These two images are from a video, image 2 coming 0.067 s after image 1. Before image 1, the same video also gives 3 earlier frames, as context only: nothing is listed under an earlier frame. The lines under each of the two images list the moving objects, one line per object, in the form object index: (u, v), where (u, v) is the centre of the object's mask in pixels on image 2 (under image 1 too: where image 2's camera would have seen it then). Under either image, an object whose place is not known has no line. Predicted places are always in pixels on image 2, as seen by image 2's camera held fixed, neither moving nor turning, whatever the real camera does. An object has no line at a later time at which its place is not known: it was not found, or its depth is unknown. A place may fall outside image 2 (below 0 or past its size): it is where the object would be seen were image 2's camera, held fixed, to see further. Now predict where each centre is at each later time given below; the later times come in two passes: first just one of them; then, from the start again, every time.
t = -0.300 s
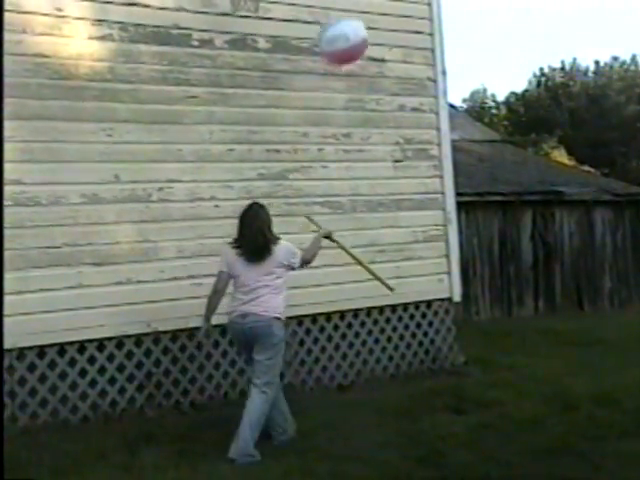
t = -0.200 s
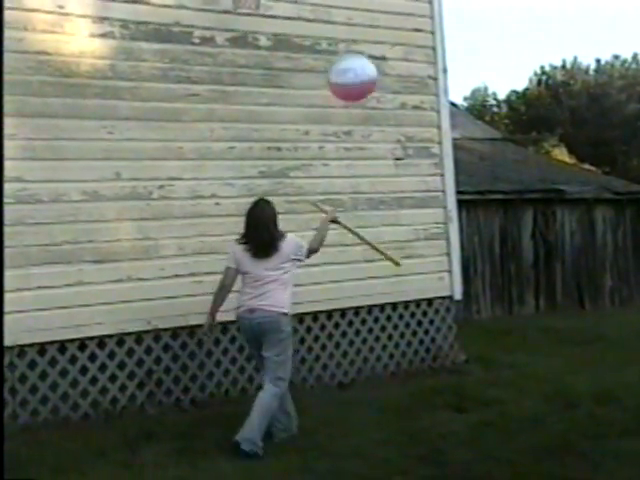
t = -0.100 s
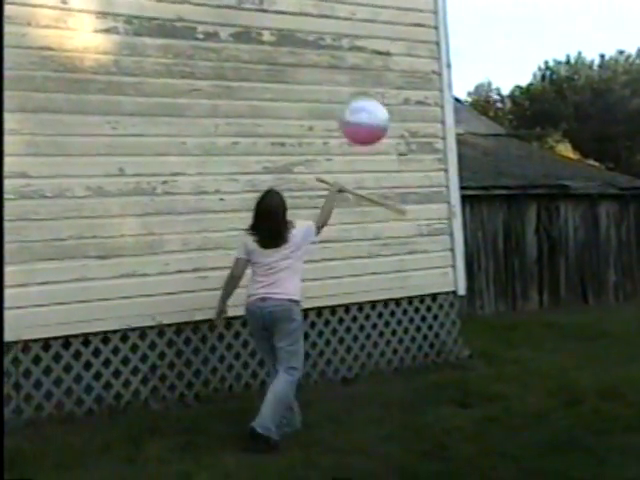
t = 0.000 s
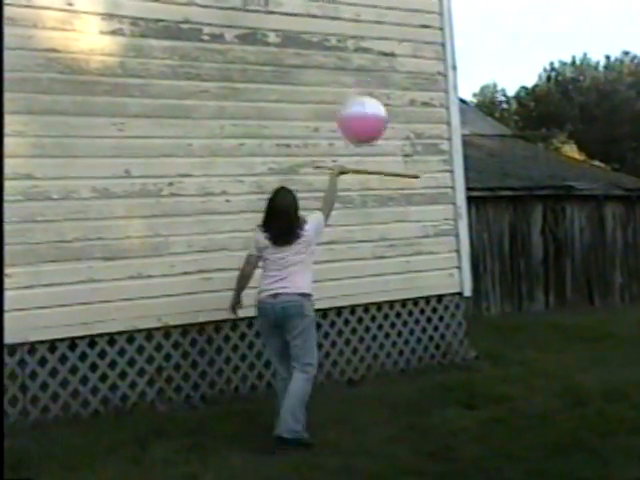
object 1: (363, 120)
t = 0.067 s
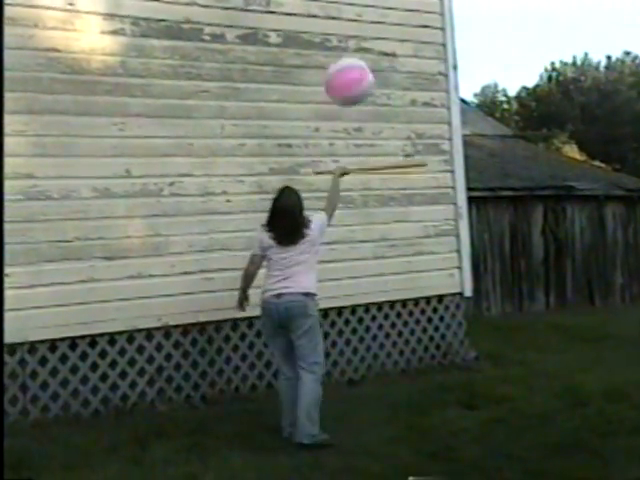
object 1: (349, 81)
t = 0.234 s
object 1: (315, 17)
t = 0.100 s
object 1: (341, 64)
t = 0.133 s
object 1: (334, 49)
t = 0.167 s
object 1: (327, 35)
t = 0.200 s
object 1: (321, 22)
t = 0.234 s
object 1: (315, 17)
